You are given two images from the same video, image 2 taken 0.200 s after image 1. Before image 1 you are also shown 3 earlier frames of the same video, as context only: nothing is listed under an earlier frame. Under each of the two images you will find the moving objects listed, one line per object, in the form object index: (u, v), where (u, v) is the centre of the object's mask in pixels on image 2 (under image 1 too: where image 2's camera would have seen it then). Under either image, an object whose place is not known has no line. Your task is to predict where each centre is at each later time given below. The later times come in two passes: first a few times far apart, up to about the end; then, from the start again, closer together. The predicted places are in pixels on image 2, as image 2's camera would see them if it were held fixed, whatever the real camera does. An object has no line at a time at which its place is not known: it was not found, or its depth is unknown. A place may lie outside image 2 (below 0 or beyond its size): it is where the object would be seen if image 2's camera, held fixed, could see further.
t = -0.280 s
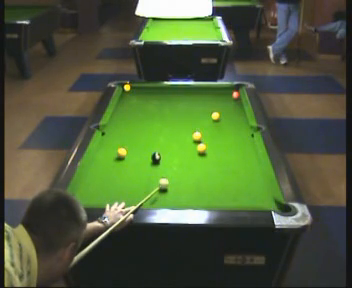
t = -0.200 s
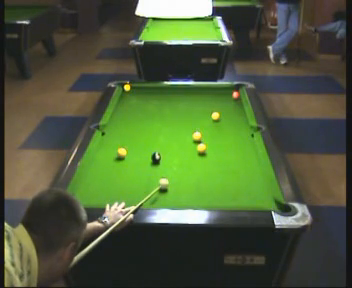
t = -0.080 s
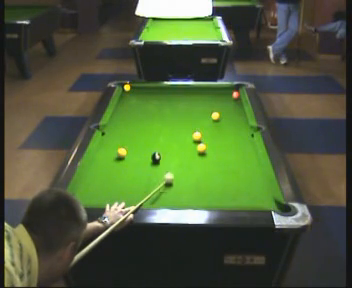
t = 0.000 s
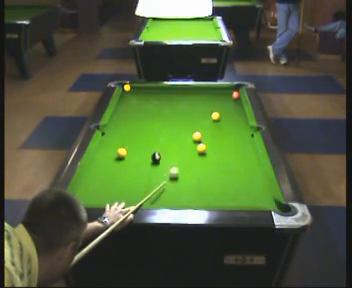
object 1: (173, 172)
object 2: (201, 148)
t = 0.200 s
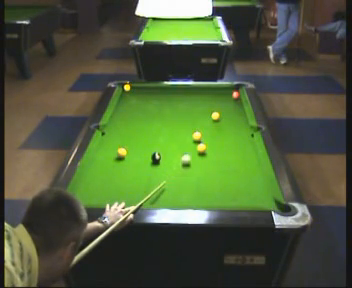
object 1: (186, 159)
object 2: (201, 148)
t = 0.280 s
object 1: (189, 155)
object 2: (201, 148)
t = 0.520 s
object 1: (189, 145)
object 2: (210, 145)
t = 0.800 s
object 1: (183, 138)
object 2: (223, 142)
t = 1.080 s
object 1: (177, 131)
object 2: (234, 139)
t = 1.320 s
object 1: (174, 127)
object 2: (242, 136)
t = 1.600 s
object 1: (170, 122)
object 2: (248, 134)
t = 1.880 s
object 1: (166, 117)
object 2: (247, 132)
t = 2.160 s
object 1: (163, 114)
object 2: (246, 130)
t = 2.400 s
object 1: (162, 112)
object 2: (245, 129)
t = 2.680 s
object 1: (160, 109)
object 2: (245, 128)
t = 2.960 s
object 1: (158, 108)
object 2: (244, 128)
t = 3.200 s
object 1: (158, 106)
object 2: (244, 128)
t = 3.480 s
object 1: (157, 105)
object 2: (244, 127)
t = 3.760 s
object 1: (157, 105)
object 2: (244, 128)
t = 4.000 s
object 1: (157, 104)
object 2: (245, 128)
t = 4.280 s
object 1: (157, 104)
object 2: (244, 127)
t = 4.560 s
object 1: (157, 105)
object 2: (244, 128)
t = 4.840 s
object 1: (157, 104)
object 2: (244, 127)
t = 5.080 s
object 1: (157, 104)
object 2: (244, 127)
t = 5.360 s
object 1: (157, 104)
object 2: (244, 127)
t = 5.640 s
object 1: (157, 104)
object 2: (244, 127)
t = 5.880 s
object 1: (157, 104)
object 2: (244, 127)
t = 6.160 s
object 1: (157, 104)
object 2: (244, 127)
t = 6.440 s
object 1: (157, 104)
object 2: (244, 127)
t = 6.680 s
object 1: (157, 104)
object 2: (244, 127)
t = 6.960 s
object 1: (157, 104)
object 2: (244, 127)
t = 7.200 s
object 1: (157, 104)
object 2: (245, 128)
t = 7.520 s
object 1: (157, 104)
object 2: (244, 127)
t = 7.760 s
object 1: (157, 104)
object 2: (245, 127)
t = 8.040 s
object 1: (157, 104)
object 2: (245, 128)
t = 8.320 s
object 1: (157, 104)
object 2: (244, 127)
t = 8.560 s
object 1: (157, 104)
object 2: (244, 127)
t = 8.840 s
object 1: (157, 104)
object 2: (244, 127)
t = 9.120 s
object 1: (157, 104)
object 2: (245, 127)
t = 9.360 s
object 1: (157, 104)
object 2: (244, 128)
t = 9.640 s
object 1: (157, 104)
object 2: (244, 127)
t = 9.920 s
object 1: (157, 104)
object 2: (244, 128)
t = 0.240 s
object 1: (187, 157)
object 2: (201, 148)
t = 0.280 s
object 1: (189, 155)
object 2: (201, 148)
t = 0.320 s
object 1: (192, 152)
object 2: (201, 148)
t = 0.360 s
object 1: (193, 150)
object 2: (202, 147)
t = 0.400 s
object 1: (192, 149)
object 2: (204, 147)
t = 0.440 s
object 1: (191, 148)
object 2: (206, 147)
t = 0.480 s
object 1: (190, 147)
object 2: (208, 146)
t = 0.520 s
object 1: (189, 145)
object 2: (210, 145)
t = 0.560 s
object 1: (188, 144)
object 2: (212, 145)
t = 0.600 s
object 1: (187, 143)
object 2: (214, 144)
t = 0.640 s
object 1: (186, 142)
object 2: (216, 144)
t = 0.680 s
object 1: (185, 141)
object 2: (218, 143)
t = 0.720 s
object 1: (184, 140)
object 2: (219, 143)
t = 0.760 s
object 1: (184, 139)
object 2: (221, 142)
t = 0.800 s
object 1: (183, 138)
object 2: (223, 142)
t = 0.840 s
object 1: (182, 137)
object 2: (225, 141)
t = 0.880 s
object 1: (181, 136)
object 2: (226, 141)
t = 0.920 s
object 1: (180, 135)
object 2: (228, 140)
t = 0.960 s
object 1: (180, 134)
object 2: (230, 140)
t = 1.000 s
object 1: (179, 133)
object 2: (231, 139)
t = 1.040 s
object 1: (178, 132)
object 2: (233, 139)
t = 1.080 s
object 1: (177, 131)
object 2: (234, 139)
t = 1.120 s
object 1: (177, 131)
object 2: (235, 138)
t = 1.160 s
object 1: (176, 130)
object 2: (237, 138)
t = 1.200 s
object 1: (176, 129)
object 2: (238, 138)
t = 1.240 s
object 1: (175, 128)
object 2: (240, 137)
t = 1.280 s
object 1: (174, 128)
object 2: (241, 137)
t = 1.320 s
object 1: (174, 127)
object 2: (242, 136)
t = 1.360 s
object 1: (173, 126)
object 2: (244, 136)
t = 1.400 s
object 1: (172, 125)
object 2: (245, 136)
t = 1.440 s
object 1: (172, 124)
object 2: (246, 135)
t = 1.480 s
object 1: (171, 124)
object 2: (247, 135)
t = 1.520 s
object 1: (171, 123)
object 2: (248, 135)
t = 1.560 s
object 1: (170, 122)
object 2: (249, 134)
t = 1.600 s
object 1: (170, 122)
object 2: (248, 134)
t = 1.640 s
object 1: (169, 121)
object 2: (248, 133)
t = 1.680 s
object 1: (168, 121)
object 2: (248, 133)
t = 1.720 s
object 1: (168, 120)
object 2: (248, 133)
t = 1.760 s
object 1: (168, 119)
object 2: (248, 132)
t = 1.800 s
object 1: (167, 119)
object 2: (247, 132)
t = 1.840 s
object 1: (167, 118)
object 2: (247, 132)
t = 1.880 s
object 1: (166, 117)
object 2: (247, 132)
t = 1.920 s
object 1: (166, 117)
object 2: (246, 132)
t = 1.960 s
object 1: (165, 116)
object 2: (246, 131)
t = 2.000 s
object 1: (165, 116)
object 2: (246, 131)
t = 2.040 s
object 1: (165, 116)
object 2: (246, 131)
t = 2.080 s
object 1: (164, 115)
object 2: (246, 130)
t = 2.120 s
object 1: (164, 115)
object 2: (246, 130)
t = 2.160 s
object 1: (163, 114)
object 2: (246, 130)
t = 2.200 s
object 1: (163, 114)
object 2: (246, 130)
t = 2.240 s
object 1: (163, 113)
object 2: (245, 129)
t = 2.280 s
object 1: (163, 113)
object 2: (245, 129)
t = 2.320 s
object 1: (162, 112)
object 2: (245, 129)
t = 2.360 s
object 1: (162, 112)
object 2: (245, 129)
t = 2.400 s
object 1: (162, 112)
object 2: (245, 129)
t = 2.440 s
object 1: (161, 111)
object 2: (245, 129)
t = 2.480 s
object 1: (161, 111)
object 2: (245, 129)
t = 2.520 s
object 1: (161, 110)
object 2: (245, 128)
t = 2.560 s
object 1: (161, 110)
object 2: (245, 128)
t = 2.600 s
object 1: (160, 110)
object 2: (245, 128)
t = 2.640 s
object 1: (160, 109)
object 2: (245, 128)
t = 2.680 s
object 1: (160, 109)
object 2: (245, 128)
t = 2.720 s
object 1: (160, 109)
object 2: (244, 128)
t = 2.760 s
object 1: (159, 109)
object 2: (245, 128)
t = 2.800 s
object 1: (159, 108)
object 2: (245, 128)
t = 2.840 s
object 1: (159, 108)
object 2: (245, 128)
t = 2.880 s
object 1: (159, 108)
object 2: (244, 128)
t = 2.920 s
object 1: (159, 108)
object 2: (244, 128)
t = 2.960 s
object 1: (158, 108)
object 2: (244, 128)
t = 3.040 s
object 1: (158, 107)
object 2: (244, 128)
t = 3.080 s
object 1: (158, 107)
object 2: (244, 128)
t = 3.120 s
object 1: (158, 107)
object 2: (244, 128)
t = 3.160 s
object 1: (158, 106)
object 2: (244, 128)
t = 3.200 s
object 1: (158, 106)
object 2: (244, 128)
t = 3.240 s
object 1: (158, 106)
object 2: (244, 128)
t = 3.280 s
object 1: (158, 106)
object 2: (244, 128)
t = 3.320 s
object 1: (157, 106)
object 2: (244, 127)
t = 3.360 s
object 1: (157, 106)
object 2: (244, 128)
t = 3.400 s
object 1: (157, 105)
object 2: (244, 128)
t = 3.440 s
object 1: (157, 105)
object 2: (244, 128)
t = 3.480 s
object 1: (157, 105)
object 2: (244, 127)
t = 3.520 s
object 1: (157, 105)
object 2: (244, 127)
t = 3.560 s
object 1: (157, 105)
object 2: (244, 128)
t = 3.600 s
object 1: (157, 105)
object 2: (244, 128)
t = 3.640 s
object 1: (157, 105)
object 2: (244, 128)
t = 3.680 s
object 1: (157, 105)
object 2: (244, 128)
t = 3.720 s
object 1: (157, 105)
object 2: (244, 128)
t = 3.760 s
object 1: (157, 105)
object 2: (244, 128)
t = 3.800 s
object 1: (157, 104)
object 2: (244, 128)
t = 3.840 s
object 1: (157, 104)
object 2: (244, 128)
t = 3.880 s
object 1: (157, 104)
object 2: (244, 128)
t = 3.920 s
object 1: (157, 104)
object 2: (244, 127)
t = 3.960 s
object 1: (157, 104)
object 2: (244, 127)
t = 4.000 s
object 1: (157, 104)
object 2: (245, 128)
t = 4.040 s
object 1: (157, 104)
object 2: (245, 128)
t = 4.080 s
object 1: (157, 104)
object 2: (245, 128)
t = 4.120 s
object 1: (157, 104)
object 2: (245, 128)
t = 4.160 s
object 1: (157, 104)
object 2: (245, 127)
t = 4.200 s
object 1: (157, 104)
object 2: (244, 128)
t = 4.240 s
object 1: (157, 104)
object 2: (244, 128)
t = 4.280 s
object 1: (157, 104)
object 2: (244, 127)
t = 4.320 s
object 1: (157, 105)
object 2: (244, 128)
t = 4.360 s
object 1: (157, 105)
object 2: (244, 128)
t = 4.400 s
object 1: (157, 104)
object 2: (244, 128)
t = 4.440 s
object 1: (157, 105)
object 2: (244, 128)
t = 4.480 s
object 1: (157, 105)
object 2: (244, 128)
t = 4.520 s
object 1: (157, 104)
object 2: (244, 128)
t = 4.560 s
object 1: (157, 105)
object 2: (244, 128)
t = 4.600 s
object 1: (156, 105)
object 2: (244, 128)
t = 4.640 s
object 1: (156, 105)
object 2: (244, 127)
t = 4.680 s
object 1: (157, 105)
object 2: (244, 128)
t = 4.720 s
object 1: (157, 105)
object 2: (244, 128)
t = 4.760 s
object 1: (157, 105)
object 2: (244, 128)
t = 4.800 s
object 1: (157, 105)
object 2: (244, 127)
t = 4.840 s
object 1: (157, 104)
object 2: (244, 127)
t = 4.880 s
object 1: (157, 105)
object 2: (244, 127)
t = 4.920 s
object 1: (157, 105)
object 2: (244, 127)
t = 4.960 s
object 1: (157, 105)
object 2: (245, 127)
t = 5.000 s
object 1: (157, 104)
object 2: (245, 127)
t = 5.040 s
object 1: (157, 104)
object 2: (244, 127)
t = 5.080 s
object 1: (157, 104)
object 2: (244, 127)
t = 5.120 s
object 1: (157, 104)
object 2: (244, 127)
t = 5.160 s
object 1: (157, 104)
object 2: (245, 127)
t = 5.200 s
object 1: (157, 104)
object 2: (245, 127)
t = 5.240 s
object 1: (157, 104)
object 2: (244, 128)
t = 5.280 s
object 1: (157, 104)
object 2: (244, 127)
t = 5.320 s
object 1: (157, 104)
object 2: (244, 127)
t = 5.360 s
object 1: (157, 104)
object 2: (244, 127)
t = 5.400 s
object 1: (157, 104)
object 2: (244, 127)
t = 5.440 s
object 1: (157, 104)
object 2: (244, 127)
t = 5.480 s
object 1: (157, 104)
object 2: (244, 127)
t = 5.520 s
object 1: (157, 104)
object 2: (244, 127)
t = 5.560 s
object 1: (157, 104)
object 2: (244, 127)
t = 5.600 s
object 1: (157, 104)
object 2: (244, 127)
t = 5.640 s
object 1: (157, 104)
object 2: (244, 127)
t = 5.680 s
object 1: (157, 104)
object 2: (244, 127)
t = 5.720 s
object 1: (157, 104)
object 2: (244, 127)
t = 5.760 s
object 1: (157, 104)
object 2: (244, 127)
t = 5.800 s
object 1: (157, 104)
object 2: (244, 127)
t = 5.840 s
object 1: (157, 104)
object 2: (244, 127)
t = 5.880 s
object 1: (157, 104)
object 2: (244, 127)
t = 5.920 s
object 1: (157, 104)
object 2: (244, 127)
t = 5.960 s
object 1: (157, 104)
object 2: (244, 127)
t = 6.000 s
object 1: (157, 104)
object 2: (244, 127)
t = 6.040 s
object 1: (157, 104)
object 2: (244, 127)
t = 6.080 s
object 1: (157, 104)
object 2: (244, 127)
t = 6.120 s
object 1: (157, 104)
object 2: (244, 127)
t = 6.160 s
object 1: (157, 104)
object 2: (244, 127)
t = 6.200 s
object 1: (157, 104)
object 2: (244, 127)
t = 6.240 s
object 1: (157, 104)
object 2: (244, 127)
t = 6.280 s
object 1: (157, 104)
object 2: (244, 127)
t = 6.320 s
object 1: (157, 104)
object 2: (244, 127)
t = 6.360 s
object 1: (157, 104)
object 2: (244, 127)
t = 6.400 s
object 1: (157, 104)
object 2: (244, 127)
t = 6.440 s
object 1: (157, 104)
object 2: (244, 127)
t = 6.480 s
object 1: (157, 104)
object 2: (244, 127)
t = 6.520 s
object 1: (157, 104)
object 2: (244, 127)
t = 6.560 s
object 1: (157, 104)
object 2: (244, 127)
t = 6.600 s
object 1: (157, 104)
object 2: (244, 127)
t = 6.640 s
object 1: (157, 104)
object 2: (244, 127)
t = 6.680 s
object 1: (157, 104)
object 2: (244, 127)
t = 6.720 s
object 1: (157, 104)
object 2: (244, 127)
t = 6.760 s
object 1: (157, 104)
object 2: (244, 127)
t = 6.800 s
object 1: (157, 104)
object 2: (244, 127)
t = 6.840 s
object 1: (157, 104)
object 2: (244, 127)
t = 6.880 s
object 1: (157, 104)
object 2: (244, 127)
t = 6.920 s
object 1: (157, 104)
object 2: (244, 127)
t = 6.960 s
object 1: (157, 104)
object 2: (244, 127)
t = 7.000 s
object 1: (157, 104)
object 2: (244, 127)
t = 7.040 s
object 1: (157, 104)
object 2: (244, 127)
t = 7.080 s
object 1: (157, 104)
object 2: (244, 127)
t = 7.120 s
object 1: (157, 104)
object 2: (244, 127)
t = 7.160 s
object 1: (157, 104)
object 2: (244, 127)
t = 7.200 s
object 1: (157, 104)
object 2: (245, 128)
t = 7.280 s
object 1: (157, 104)
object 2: (245, 128)
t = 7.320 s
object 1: (157, 104)
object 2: (244, 127)
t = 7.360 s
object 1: (157, 104)
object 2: (244, 127)
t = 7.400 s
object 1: (157, 104)
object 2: (244, 127)
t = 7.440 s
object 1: (157, 104)
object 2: (244, 127)
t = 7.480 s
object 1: (157, 104)
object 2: (244, 127)
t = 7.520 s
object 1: (157, 104)
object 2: (244, 127)
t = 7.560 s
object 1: (157, 104)
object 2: (244, 127)
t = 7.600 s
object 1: (157, 104)
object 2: (244, 127)
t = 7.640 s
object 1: (157, 104)
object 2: (244, 127)
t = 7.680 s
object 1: (157, 104)
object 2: (245, 127)
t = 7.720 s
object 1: (157, 104)
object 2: (245, 127)
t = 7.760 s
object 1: (157, 104)
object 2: (245, 127)
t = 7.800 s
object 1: (157, 104)
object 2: (244, 127)
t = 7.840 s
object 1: (157, 104)
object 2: (244, 127)
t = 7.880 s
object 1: (157, 104)
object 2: (244, 128)
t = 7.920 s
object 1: (157, 104)
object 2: (244, 128)
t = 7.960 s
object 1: (157, 104)
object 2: (245, 128)
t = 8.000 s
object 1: (157, 104)
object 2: (245, 128)
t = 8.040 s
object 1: (157, 104)
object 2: (245, 128)
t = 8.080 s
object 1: (157, 104)
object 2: (245, 128)
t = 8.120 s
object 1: (157, 104)
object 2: (244, 127)
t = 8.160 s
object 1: (157, 104)
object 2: (244, 128)
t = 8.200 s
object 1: (157, 104)
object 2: (244, 128)
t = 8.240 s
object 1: (157, 104)
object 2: (245, 128)
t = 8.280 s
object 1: (157, 104)
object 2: (244, 127)
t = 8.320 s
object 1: (157, 104)
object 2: (244, 127)
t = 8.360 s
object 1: (157, 104)
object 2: (244, 127)
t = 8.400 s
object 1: (157, 104)
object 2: (244, 127)
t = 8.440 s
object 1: (157, 104)
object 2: (244, 127)
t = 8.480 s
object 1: (157, 104)
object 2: (244, 127)
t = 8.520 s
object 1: (157, 104)
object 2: (244, 127)
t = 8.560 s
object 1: (157, 104)
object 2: (244, 127)
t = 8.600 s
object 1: (157, 104)
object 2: (244, 127)
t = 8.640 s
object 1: (157, 104)
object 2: (244, 127)
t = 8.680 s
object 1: (157, 104)
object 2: (244, 127)
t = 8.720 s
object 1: (157, 104)
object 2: (244, 127)
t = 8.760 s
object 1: (157, 104)
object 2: (244, 127)
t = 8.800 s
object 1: (157, 104)
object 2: (244, 127)
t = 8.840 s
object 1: (157, 104)
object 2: (244, 127)
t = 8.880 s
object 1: (157, 104)
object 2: (244, 127)
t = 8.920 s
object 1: (157, 104)
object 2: (244, 127)
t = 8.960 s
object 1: (157, 104)
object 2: (245, 127)
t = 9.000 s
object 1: (157, 105)
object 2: (245, 127)
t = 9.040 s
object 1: (157, 104)
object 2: (245, 127)
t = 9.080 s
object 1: (157, 104)
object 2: (245, 127)
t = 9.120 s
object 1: (157, 104)
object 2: (245, 127)
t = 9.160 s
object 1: (157, 104)
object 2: (244, 127)
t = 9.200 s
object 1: (157, 104)
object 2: (244, 128)
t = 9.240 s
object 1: (157, 104)
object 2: (244, 128)
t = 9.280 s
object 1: (157, 104)
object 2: (244, 128)
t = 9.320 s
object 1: (157, 104)
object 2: (244, 128)
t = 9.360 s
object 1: (157, 104)
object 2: (244, 128)
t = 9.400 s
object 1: (157, 104)
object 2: (244, 128)
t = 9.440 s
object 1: (157, 104)
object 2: (244, 128)
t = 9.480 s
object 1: (157, 104)
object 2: (244, 127)
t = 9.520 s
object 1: (157, 104)
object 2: (244, 127)
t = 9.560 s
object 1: (157, 104)
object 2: (244, 128)
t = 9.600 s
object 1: (157, 104)
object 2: (245, 128)
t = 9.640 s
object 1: (157, 104)
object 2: (244, 127)
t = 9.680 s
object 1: (157, 104)
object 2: (244, 128)
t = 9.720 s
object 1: (157, 104)
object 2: (244, 128)
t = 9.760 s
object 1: (157, 104)
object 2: (244, 128)
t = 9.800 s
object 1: (157, 104)
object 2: (244, 128)
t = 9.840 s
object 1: (157, 104)
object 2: (244, 128)
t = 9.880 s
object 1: (157, 104)
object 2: (244, 128)
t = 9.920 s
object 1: (157, 104)
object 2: (244, 128)
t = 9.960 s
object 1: (157, 104)
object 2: (244, 128)
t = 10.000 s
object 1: (157, 104)
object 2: (244, 127)
